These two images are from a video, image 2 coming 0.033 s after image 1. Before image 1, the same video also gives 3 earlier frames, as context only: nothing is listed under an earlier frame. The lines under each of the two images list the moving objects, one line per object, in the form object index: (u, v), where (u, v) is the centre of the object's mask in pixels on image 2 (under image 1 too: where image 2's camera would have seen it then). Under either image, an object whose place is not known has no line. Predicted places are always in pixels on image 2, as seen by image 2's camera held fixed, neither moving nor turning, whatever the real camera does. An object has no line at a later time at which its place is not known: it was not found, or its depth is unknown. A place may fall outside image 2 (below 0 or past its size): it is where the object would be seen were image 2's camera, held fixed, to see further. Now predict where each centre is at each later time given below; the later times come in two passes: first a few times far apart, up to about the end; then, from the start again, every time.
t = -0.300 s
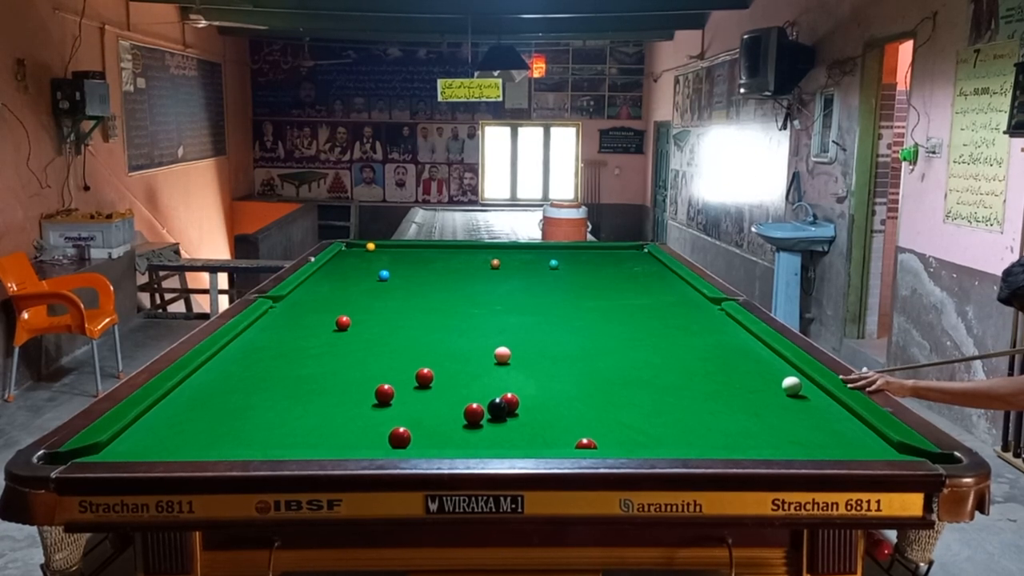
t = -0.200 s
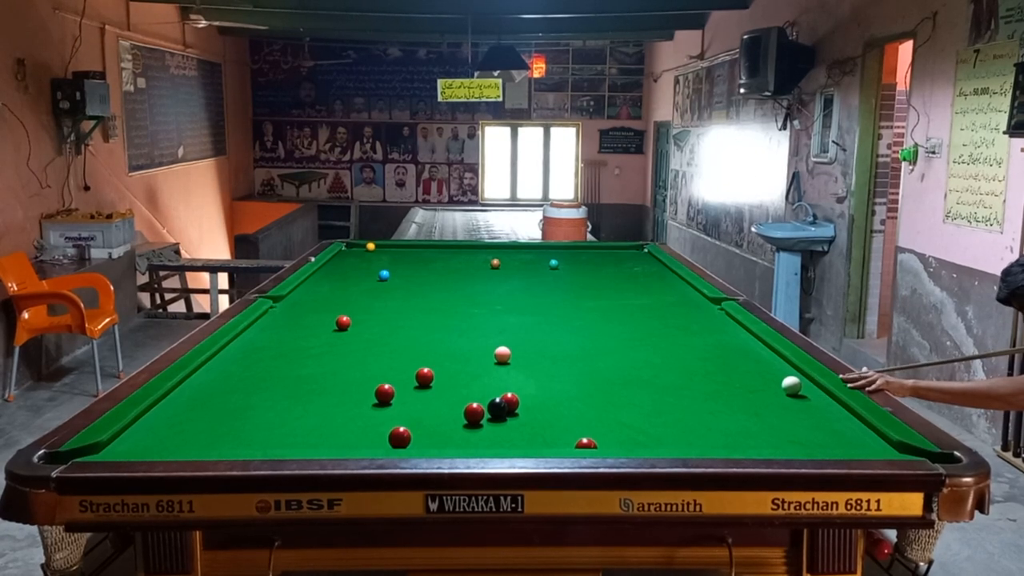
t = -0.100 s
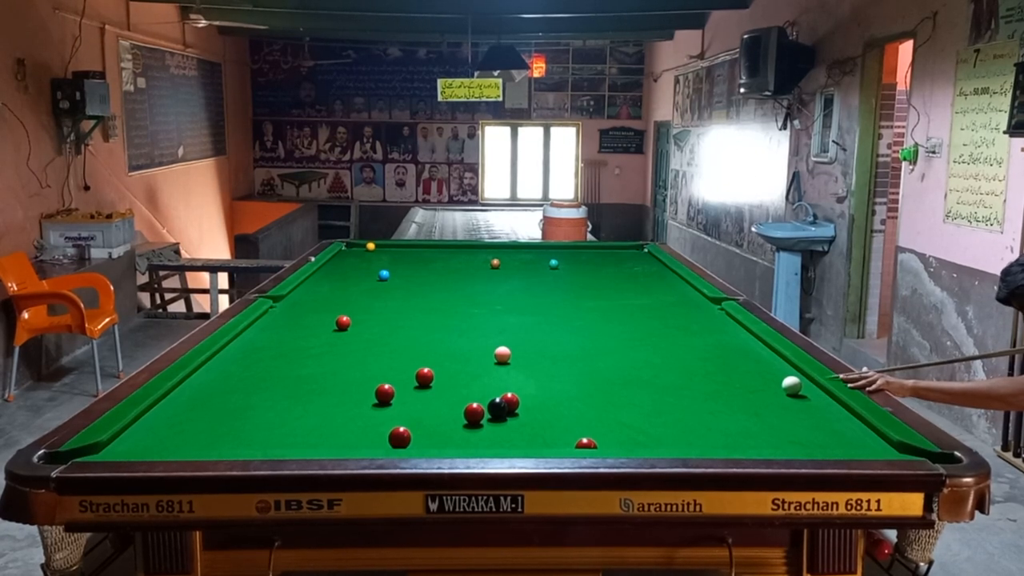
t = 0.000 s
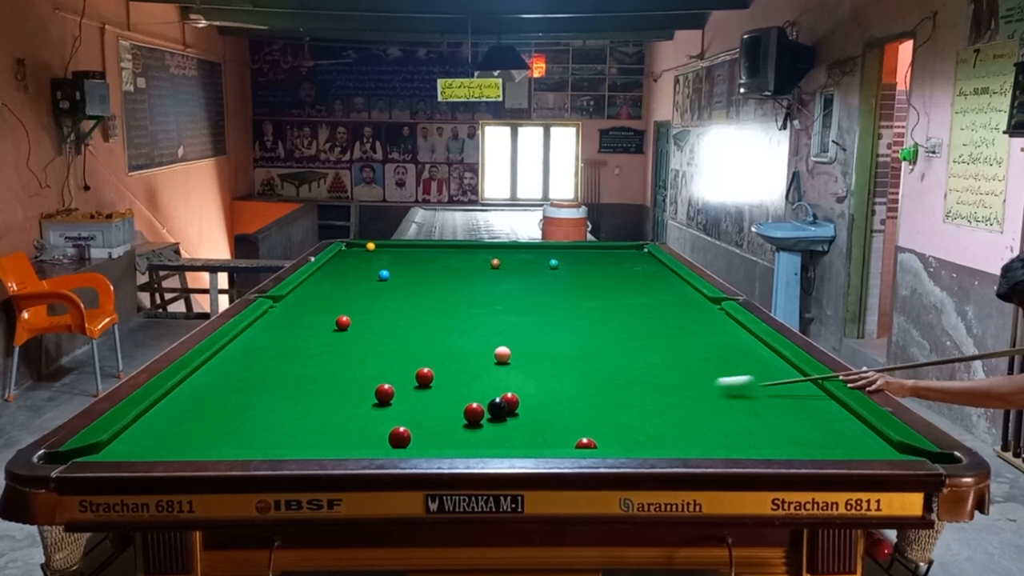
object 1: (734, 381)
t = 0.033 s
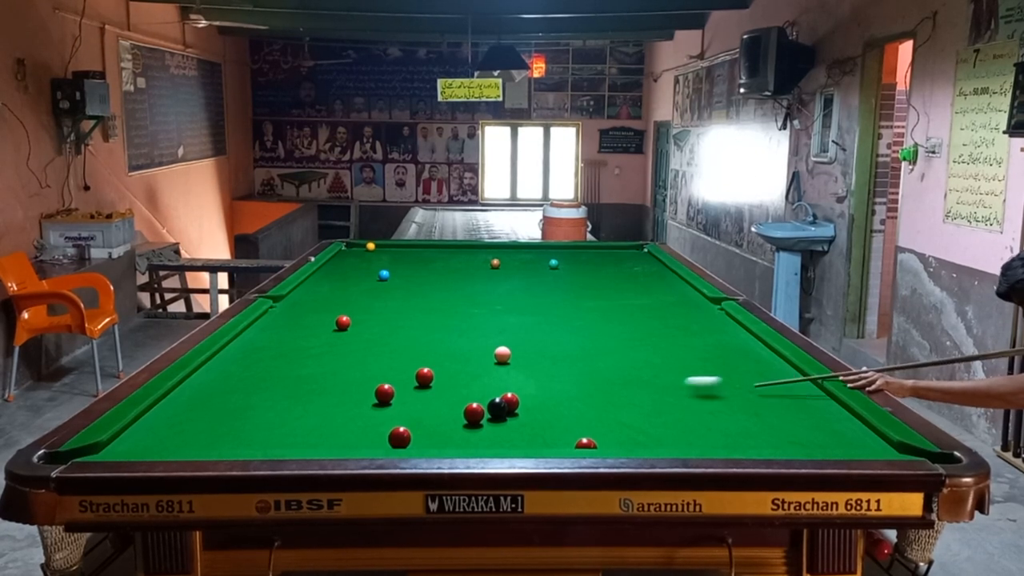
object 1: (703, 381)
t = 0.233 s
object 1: (523, 382)
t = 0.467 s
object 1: (310, 386)
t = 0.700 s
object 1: (248, 386)
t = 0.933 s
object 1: (400, 383)
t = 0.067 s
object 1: (672, 381)
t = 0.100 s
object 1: (642, 382)
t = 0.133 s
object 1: (613, 382)
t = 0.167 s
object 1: (582, 383)
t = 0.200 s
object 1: (553, 383)
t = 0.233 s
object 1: (523, 382)
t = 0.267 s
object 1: (493, 383)
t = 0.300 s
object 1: (463, 384)
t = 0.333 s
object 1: (431, 383)
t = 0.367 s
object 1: (403, 384)
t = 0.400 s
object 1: (370, 383)
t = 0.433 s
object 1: (341, 385)
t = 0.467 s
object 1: (310, 386)
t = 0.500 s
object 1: (280, 386)
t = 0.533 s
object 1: (248, 387)
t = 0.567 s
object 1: (217, 387)
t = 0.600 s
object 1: (187, 388)
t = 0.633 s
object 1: (197, 387)
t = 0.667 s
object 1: (223, 387)
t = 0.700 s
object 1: (248, 386)
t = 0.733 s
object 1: (272, 385)
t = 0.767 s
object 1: (294, 385)
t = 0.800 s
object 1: (315, 384)
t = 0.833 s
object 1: (337, 383)
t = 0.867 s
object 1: (358, 383)
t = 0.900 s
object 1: (378, 380)
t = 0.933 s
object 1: (400, 383)
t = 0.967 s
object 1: (418, 382)
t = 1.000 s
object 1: (439, 381)
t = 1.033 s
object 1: (458, 382)
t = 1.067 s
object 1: (478, 381)
